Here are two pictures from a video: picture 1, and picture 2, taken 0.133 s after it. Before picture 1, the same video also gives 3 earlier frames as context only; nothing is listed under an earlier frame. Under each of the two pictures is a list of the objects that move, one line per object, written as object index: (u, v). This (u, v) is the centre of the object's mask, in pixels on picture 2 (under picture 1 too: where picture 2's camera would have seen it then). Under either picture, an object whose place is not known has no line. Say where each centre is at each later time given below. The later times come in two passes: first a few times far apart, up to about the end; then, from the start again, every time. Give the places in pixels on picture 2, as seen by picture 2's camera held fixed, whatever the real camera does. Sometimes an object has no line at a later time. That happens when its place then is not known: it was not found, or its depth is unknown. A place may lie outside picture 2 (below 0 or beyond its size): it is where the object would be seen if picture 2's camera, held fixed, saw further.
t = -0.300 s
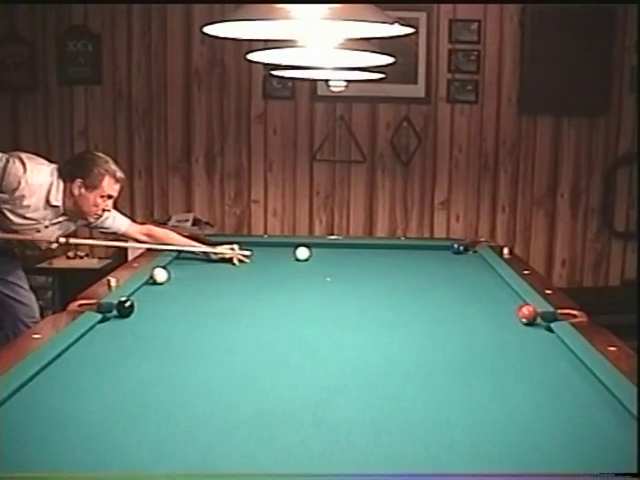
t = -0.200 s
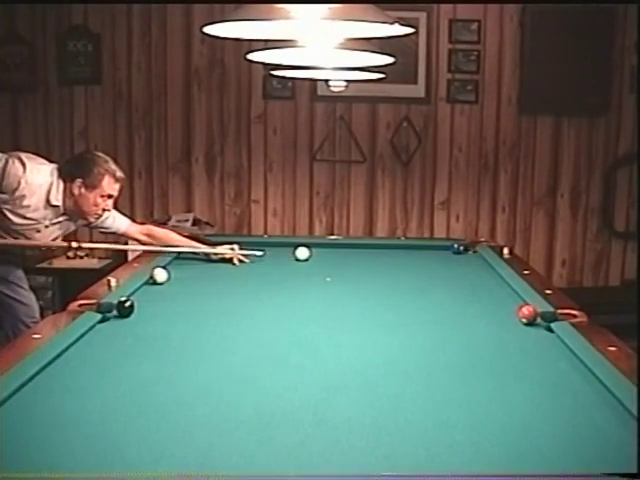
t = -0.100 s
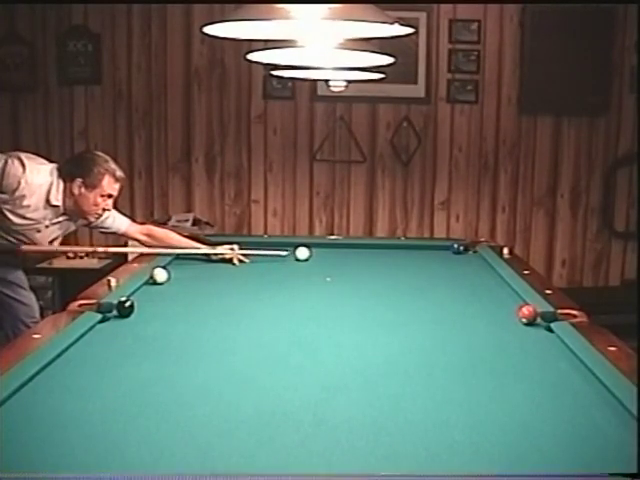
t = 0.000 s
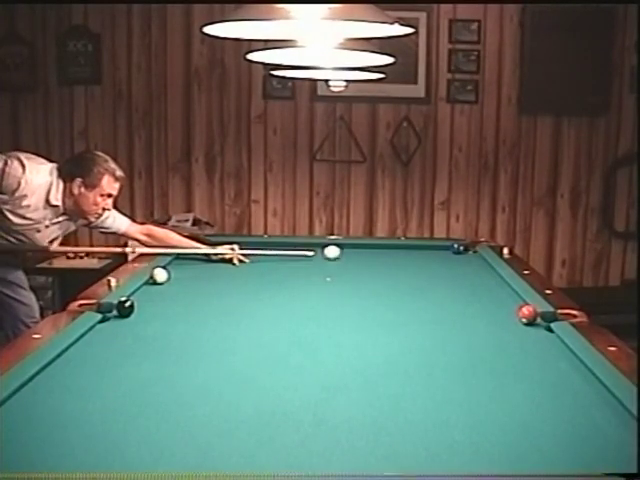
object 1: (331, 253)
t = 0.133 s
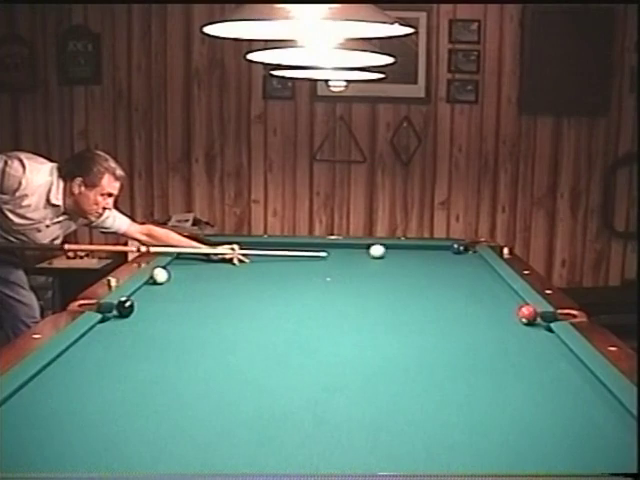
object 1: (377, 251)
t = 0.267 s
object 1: (417, 250)
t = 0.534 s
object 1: (468, 251)
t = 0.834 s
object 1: (451, 254)
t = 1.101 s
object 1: (433, 256)
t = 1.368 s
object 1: (416, 258)
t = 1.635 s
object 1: (401, 259)
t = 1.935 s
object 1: (384, 262)
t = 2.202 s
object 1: (371, 263)
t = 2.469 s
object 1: (359, 264)
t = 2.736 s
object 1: (349, 266)
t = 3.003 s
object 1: (341, 267)
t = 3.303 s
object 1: (333, 268)
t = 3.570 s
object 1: (327, 269)
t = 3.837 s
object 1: (324, 269)
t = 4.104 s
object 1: (323, 269)
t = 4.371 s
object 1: (323, 270)
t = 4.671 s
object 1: (322, 270)
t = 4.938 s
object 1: (322, 270)
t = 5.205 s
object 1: (323, 270)
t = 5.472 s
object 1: (322, 270)
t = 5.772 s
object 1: (323, 270)
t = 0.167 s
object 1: (387, 251)
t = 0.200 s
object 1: (397, 250)
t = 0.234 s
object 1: (407, 250)
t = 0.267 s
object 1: (417, 250)
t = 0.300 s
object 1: (427, 249)
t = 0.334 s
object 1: (437, 249)
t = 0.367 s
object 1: (446, 248)
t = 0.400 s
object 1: (450, 249)
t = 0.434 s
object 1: (454, 250)
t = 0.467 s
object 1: (458, 250)
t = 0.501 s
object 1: (463, 250)
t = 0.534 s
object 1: (468, 251)
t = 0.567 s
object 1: (471, 251)
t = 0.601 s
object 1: (468, 251)
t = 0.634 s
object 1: (465, 251)
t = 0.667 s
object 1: (463, 252)
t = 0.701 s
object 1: (460, 252)
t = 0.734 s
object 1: (458, 253)
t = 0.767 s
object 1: (456, 253)
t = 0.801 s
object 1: (453, 253)
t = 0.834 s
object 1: (451, 254)
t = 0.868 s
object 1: (449, 254)
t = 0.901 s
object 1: (446, 254)
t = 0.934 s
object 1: (444, 254)
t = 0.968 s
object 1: (442, 255)
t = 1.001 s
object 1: (440, 255)
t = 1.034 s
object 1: (437, 255)
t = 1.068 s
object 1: (435, 256)
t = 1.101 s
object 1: (433, 256)
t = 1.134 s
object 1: (431, 256)
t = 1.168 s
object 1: (429, 256)
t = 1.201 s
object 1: (427, 256)
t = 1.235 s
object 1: (424, 257)
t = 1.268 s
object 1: (422, 257)
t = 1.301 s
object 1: (420, 257)
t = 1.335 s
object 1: (418, 257)
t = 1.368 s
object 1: (416, 258)
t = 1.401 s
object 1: (414, 258)
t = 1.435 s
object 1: (412, 258)
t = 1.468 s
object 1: (410, 258)
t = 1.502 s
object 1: (408, 258)
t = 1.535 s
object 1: (406, 259)
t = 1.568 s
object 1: (404, 259)
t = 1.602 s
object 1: (402, 259)
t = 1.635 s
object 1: (401, 259)
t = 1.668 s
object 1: (398, 260)
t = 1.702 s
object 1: (396, 260)
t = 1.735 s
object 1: (395, 260)
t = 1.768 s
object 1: (393, 261)
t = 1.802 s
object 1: (391, 261)
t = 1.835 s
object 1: (389, 260)
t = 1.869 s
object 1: (387, 261)
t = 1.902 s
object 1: (385, 261)
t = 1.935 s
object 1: (384, 262)
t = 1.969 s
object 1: (382, 262)
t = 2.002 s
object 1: (380, 262)
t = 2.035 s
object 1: (379, 262)
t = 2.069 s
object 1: (377, 263)
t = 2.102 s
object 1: (376, 262)
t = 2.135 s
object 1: (374, 263)
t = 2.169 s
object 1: (373, 263)
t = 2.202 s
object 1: (371, 263)
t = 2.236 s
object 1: (369, 263)
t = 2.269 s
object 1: (368, 263)
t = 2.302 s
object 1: (366, 264)
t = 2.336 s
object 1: (365, 264)
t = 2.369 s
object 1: (364, 264)
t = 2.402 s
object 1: (362, 264)
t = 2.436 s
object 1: (361, 264)
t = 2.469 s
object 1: (359, 264)
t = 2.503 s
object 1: (358, 265)
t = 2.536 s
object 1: (357, 265)
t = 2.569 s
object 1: (355, 265)
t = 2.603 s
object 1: (354, 265)
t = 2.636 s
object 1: (353, 265)
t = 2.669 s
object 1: (351, 266)
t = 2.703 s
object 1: (350, 266)
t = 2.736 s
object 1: (349, 266)
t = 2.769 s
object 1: (348, 266)
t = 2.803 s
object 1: (347, 266)
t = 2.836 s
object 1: (346, 266)
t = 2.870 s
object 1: (345, 266)
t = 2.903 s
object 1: (344, 267)
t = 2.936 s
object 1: (343, 267)
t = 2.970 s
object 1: (342, 267)
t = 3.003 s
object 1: (341, 267)
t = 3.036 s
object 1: (340, 267)
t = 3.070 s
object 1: (339, 267)
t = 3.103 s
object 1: (338, 267)
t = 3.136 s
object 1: (337, 268)
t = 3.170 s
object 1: (336, 268)
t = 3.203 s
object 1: (335, 268)
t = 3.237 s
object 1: (334, 268)
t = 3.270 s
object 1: (334, 268)
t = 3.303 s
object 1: (333, 268)
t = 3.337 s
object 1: (332, 268)
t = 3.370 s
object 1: (331, 268)
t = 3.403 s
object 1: (331, 268)
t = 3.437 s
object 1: (330, 269)
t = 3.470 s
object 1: (329, 269)
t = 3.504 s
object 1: (329, 269)
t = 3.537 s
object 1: (328, 269)
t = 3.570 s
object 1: (327, 269)
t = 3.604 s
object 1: (327, 269)
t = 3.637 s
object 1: (327, 269)
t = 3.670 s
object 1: (326, 269)
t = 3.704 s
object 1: (326, 269)
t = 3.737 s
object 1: (325, 269)
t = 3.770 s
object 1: (325, 269)
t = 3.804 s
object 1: (325, 269)
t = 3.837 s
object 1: (324, 269)
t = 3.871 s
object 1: (324, 269)
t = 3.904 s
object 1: (324, 269)
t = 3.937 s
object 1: (324, 270)
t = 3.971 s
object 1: (324, 269)
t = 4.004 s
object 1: (323, 270)
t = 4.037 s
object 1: (323, 270)
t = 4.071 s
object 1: (323, 270)
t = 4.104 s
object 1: (323, 269)
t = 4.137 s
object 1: (323, 269)
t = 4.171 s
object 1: (322, 270)
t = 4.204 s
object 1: (322, 270)
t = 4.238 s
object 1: (322, 270)
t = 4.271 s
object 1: (322, 270)
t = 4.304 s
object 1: (322, 269)
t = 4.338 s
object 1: (322, 270)
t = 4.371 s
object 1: (323, 270)
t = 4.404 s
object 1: (323, 270)
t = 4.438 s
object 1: (323, 270)
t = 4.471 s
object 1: (323, 270)
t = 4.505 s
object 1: (323, 270)
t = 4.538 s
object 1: (323, 270)
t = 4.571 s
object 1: (323, 269)
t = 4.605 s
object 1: (323, 270)
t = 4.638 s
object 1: (323, 269)
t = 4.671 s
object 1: (322, 270)
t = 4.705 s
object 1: (323, 269)
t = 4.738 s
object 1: (323, 270)
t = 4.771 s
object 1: (322, 270)
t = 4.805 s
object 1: (323, 269)
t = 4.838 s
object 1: (322, 270)
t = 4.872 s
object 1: (322, 270)
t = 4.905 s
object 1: (322, 270)
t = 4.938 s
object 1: (322, 270)
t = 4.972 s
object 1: (322, 270)
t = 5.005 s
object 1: (323, 270)
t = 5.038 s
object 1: (322, 270)
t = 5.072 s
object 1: (323, 270)
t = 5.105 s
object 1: (322, 270)
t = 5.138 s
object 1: (322, 270)
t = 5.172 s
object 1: (323, 270)
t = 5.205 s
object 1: (323, 270)
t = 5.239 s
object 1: (322, 270)
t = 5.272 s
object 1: (323, 270)
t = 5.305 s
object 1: (323, 270)
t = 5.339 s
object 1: (323, 270)
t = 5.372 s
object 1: (323, 269)
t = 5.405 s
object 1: (322, 270)
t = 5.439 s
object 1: (322, 270)
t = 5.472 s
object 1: (322, 270)
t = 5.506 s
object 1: (322, 270)
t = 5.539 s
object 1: (322, 270)
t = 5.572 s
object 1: (322, 270)
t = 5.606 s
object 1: (322, 270)
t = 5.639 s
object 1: (322, 270)
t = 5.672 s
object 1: (322, 270)
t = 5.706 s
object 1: (323, 270)
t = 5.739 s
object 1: (322, 270)
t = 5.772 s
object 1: (323, 270)
